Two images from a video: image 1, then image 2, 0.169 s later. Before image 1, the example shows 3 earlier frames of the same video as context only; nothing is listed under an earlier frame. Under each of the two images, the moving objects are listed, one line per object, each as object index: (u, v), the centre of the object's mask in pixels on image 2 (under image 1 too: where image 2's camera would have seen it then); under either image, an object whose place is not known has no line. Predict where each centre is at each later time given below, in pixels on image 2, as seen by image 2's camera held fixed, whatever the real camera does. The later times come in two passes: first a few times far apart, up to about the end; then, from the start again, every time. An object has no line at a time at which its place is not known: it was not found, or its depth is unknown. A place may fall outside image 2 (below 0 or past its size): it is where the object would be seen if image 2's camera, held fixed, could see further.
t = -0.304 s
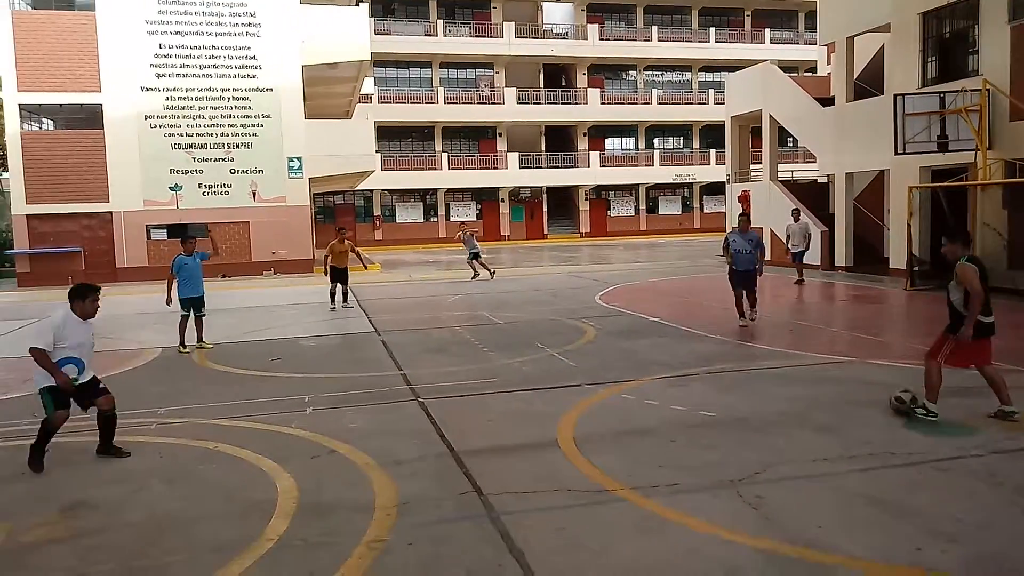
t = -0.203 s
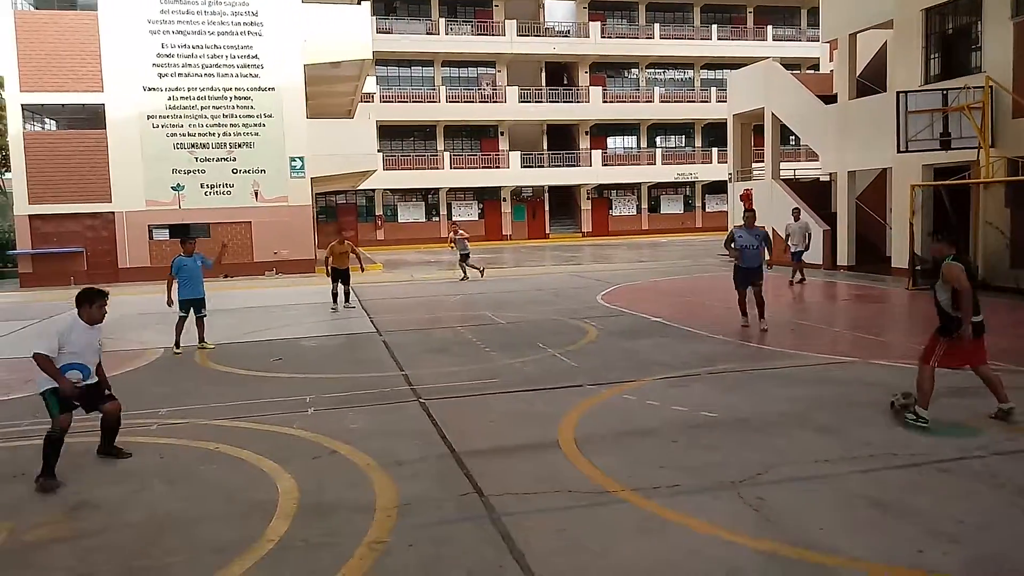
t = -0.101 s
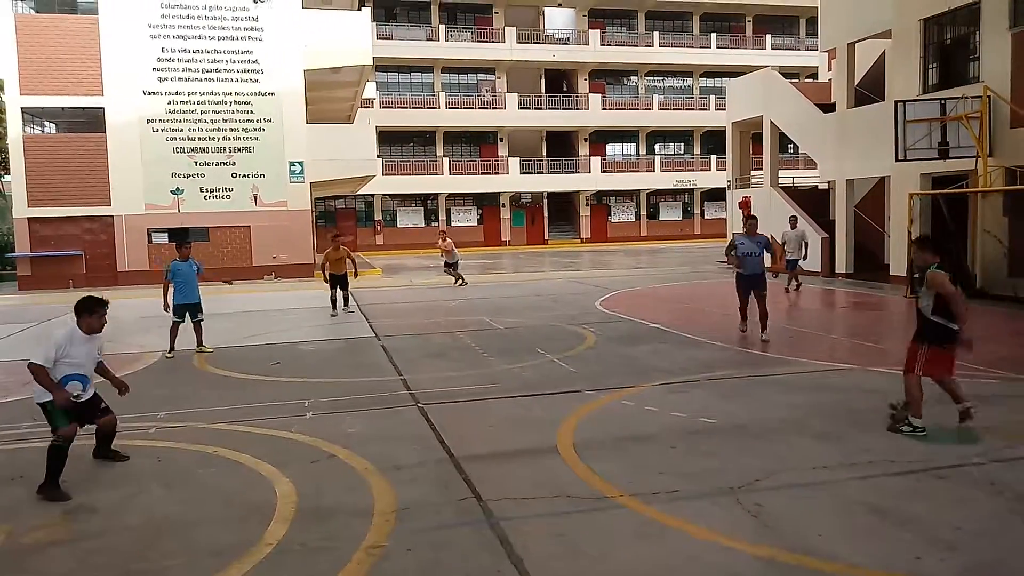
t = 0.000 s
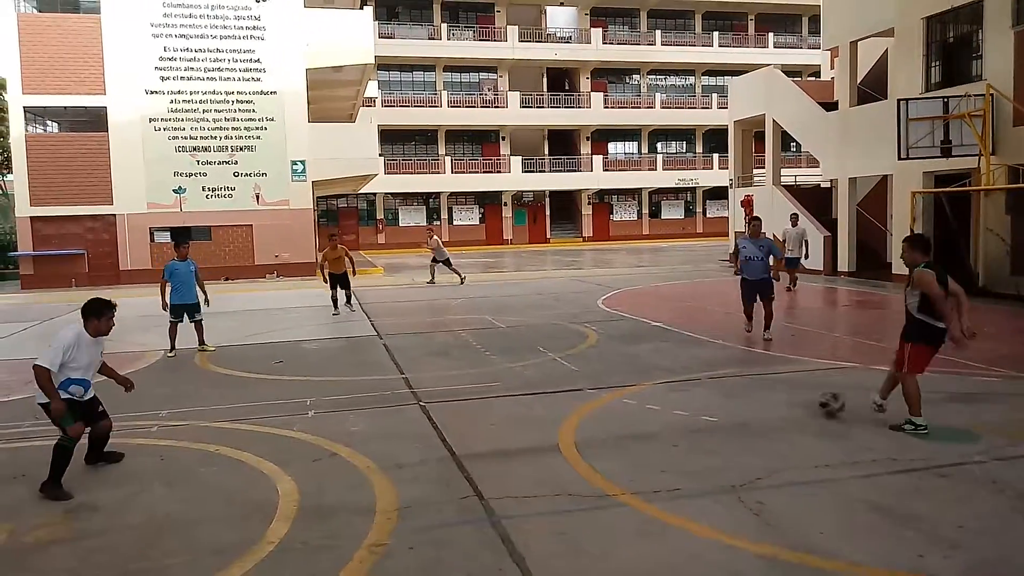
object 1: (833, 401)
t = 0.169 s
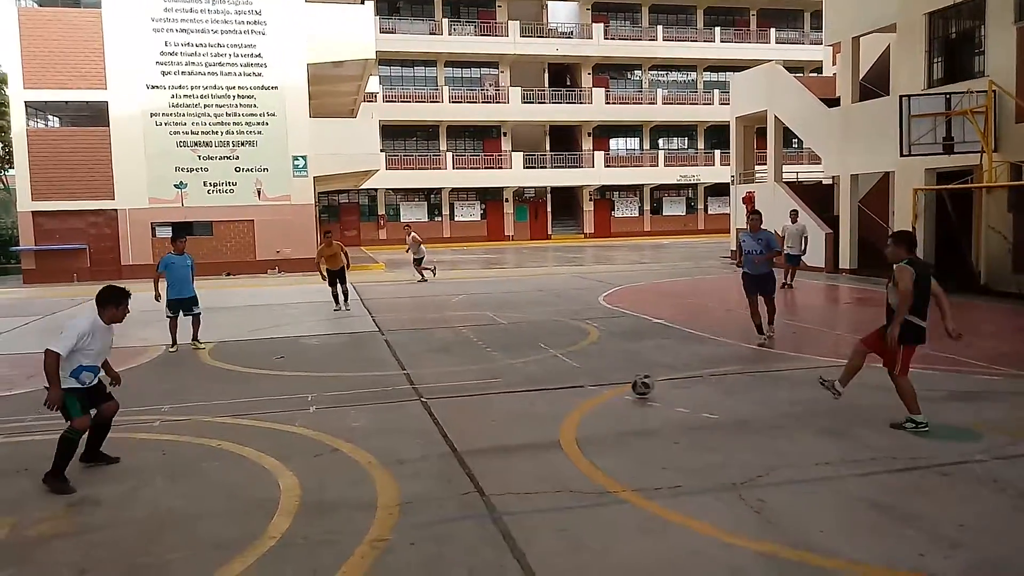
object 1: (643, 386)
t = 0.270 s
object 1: (555, 377)
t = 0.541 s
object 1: (385, 364)
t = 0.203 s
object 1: (613, 381)
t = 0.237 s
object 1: (583, 378)
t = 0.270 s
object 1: (555, 377)
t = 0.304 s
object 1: (528, 377)
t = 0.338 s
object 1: (504, 375)
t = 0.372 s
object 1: (483, 373)
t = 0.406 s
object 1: (461, 370)
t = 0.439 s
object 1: (438, 371)
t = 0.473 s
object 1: (420, 368)
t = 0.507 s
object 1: (402, 365)
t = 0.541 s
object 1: (385, 364)
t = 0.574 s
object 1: (367, 363)
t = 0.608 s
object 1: (350, 364)
